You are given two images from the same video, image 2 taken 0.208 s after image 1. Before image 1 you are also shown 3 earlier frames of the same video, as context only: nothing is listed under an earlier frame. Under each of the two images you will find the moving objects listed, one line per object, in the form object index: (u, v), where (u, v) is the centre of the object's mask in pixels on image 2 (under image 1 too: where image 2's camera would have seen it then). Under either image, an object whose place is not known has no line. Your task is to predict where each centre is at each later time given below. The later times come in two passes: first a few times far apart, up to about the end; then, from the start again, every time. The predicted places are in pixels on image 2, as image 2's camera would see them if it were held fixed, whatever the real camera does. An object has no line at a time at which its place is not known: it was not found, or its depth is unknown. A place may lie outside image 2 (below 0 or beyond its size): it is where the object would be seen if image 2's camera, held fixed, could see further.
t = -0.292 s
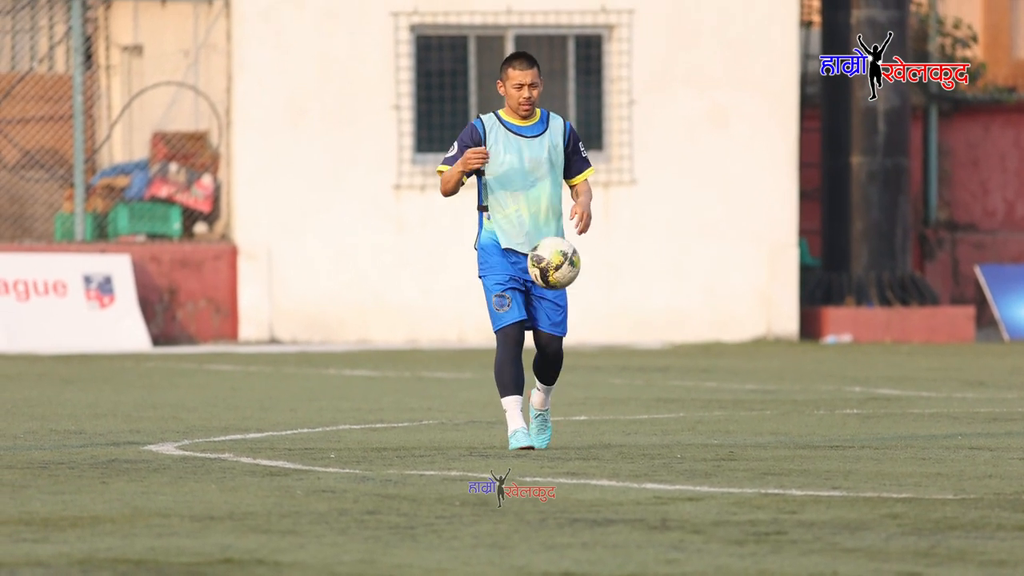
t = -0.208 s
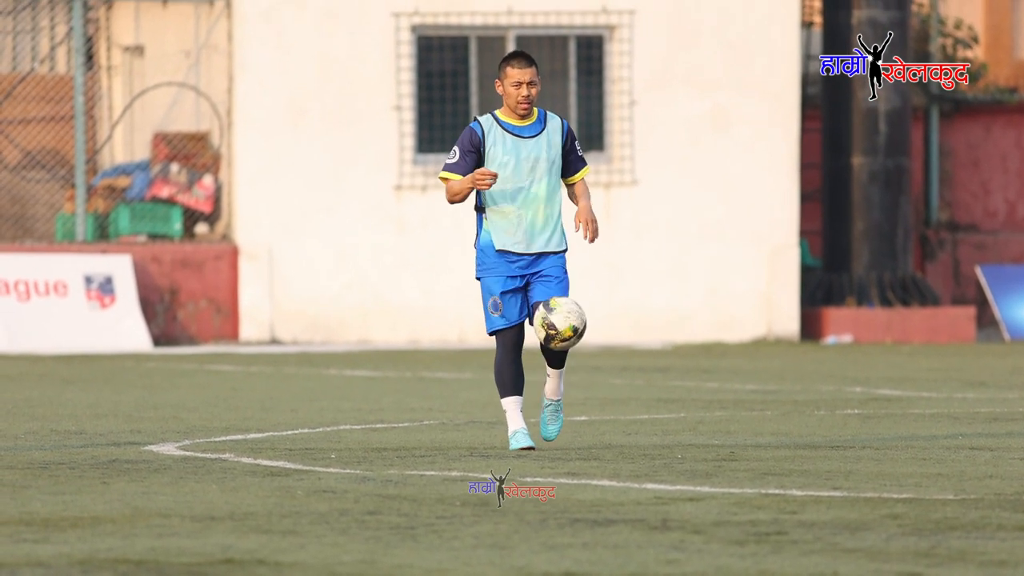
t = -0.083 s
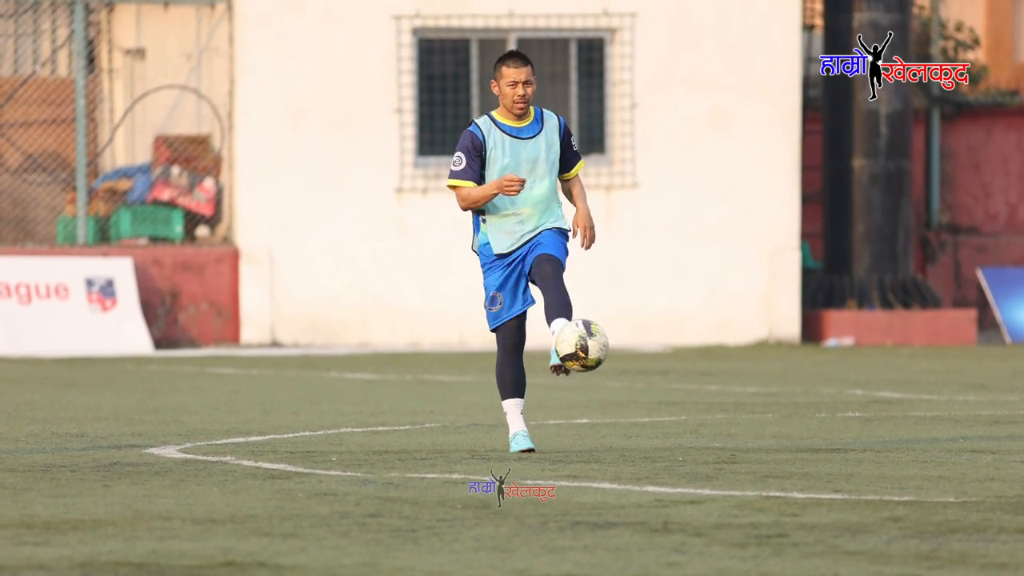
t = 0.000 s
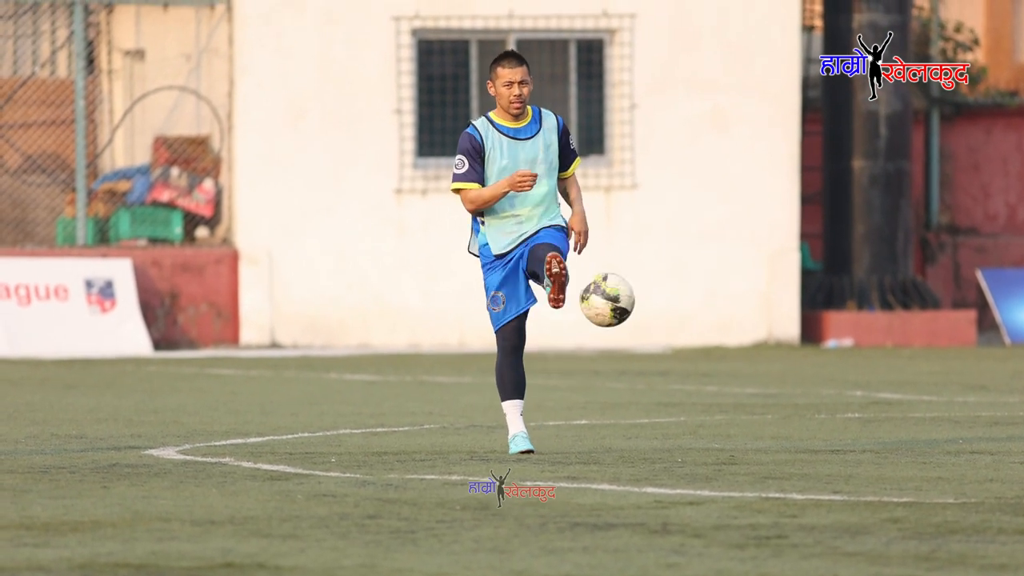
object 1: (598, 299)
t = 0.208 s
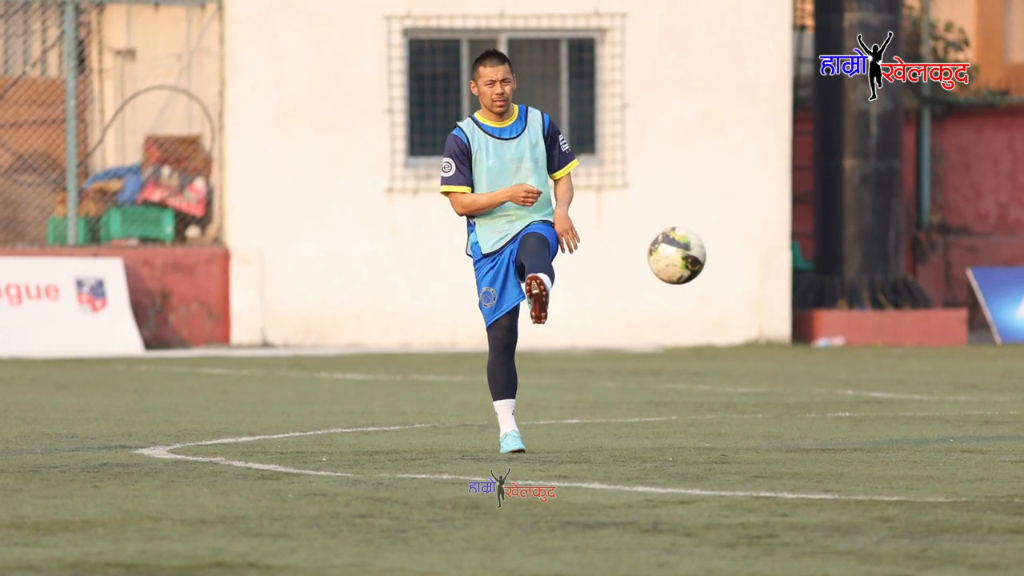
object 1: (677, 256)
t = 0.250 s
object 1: (693, 262)
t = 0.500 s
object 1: (793, 404)
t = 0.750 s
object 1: (891, 391)
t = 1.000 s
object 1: (979, 414)
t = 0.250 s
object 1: (693, 262)
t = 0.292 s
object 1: (709, 273)
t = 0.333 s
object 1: (725, 289)
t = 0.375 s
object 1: (742, 310)
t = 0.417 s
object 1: (758, 337)
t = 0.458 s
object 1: (775, 367)
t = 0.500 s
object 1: (793, 404)
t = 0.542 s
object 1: (811, 448)
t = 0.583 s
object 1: (828, 493)
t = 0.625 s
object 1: (842, 463)
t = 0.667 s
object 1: (862, 426)
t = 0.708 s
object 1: (876, 405)
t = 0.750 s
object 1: (891, 391)
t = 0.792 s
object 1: (905, 381)
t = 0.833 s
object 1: (919, 377)
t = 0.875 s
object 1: (934, 378)
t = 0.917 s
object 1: (948, 384)
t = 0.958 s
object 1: (963, 397)
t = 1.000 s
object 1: (979, 414)
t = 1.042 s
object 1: (992, 437)
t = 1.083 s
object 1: (1000, 467)
